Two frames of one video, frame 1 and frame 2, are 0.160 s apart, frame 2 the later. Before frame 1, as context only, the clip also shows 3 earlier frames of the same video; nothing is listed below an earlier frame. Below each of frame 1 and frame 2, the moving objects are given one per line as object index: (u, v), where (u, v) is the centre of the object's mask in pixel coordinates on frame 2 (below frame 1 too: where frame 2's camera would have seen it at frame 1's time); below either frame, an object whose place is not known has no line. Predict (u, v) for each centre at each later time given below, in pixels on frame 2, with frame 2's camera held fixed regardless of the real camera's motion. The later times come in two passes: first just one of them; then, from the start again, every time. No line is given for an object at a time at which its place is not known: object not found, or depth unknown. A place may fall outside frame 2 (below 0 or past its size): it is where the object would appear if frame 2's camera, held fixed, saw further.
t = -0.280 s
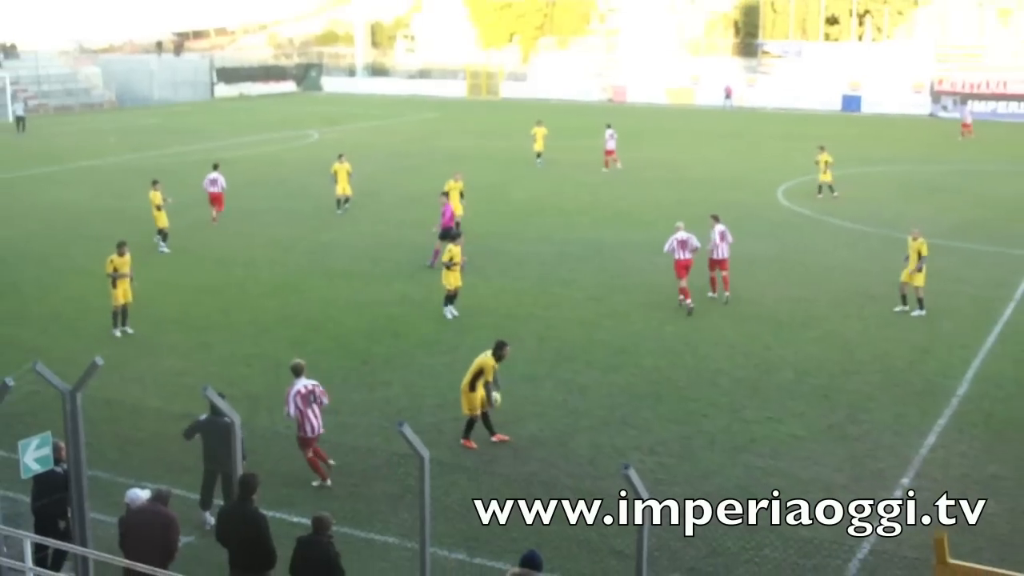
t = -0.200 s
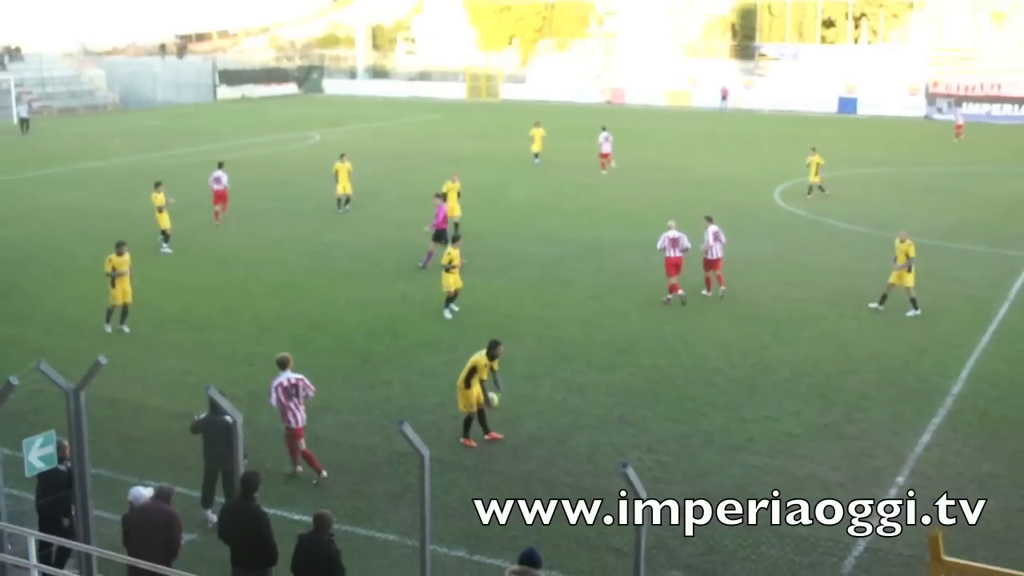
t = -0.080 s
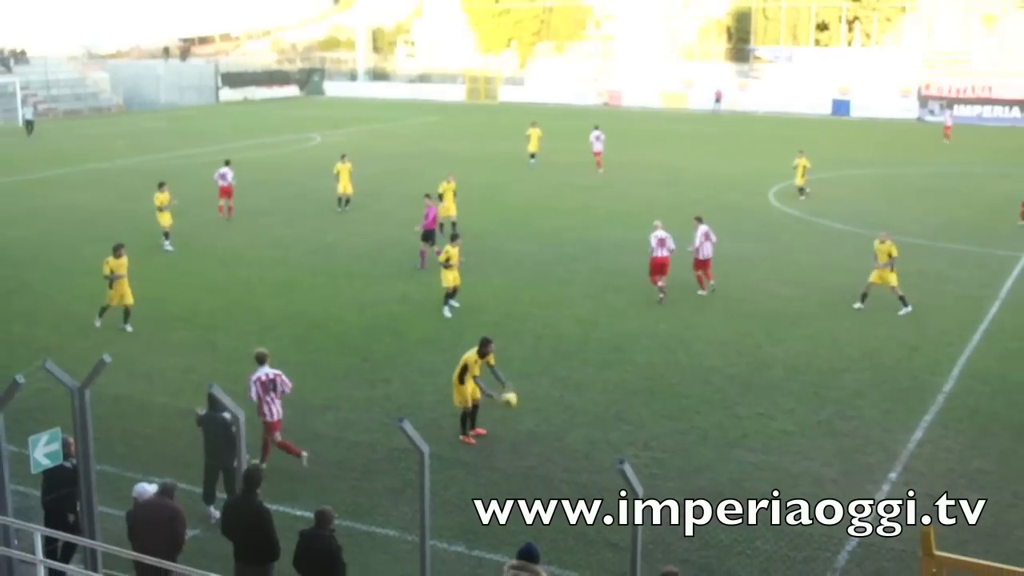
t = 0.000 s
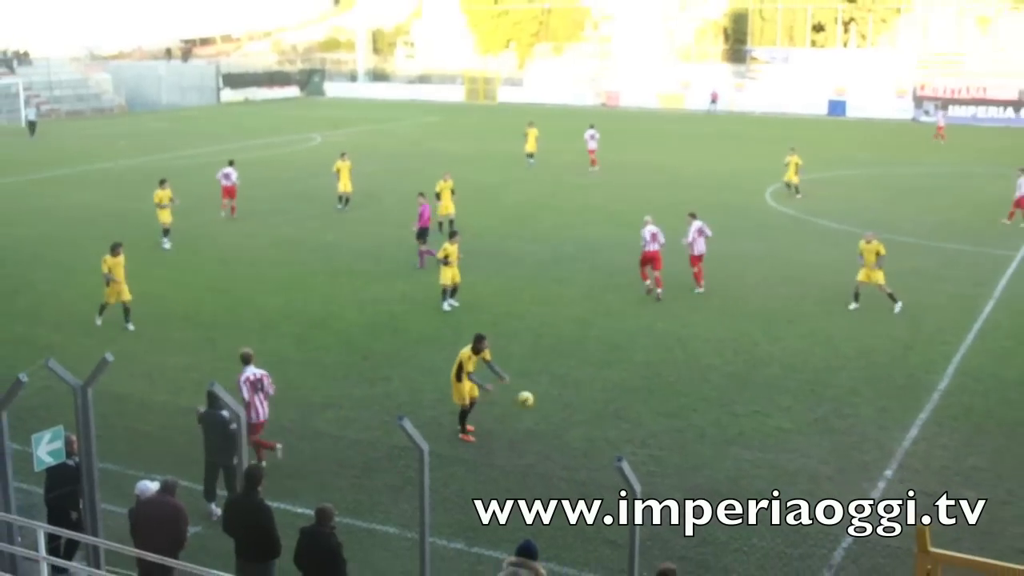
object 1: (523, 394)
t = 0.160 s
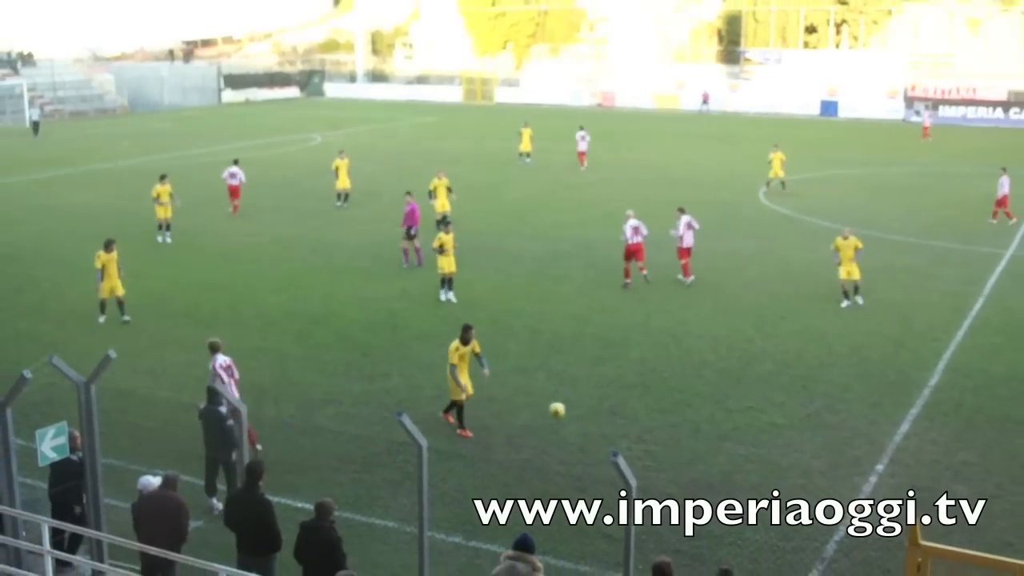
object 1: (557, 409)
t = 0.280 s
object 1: (584, 432)
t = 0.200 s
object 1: (566, 416)
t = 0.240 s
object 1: (575, 423)
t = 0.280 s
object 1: (584, 432)
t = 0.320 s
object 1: (593, 441)
